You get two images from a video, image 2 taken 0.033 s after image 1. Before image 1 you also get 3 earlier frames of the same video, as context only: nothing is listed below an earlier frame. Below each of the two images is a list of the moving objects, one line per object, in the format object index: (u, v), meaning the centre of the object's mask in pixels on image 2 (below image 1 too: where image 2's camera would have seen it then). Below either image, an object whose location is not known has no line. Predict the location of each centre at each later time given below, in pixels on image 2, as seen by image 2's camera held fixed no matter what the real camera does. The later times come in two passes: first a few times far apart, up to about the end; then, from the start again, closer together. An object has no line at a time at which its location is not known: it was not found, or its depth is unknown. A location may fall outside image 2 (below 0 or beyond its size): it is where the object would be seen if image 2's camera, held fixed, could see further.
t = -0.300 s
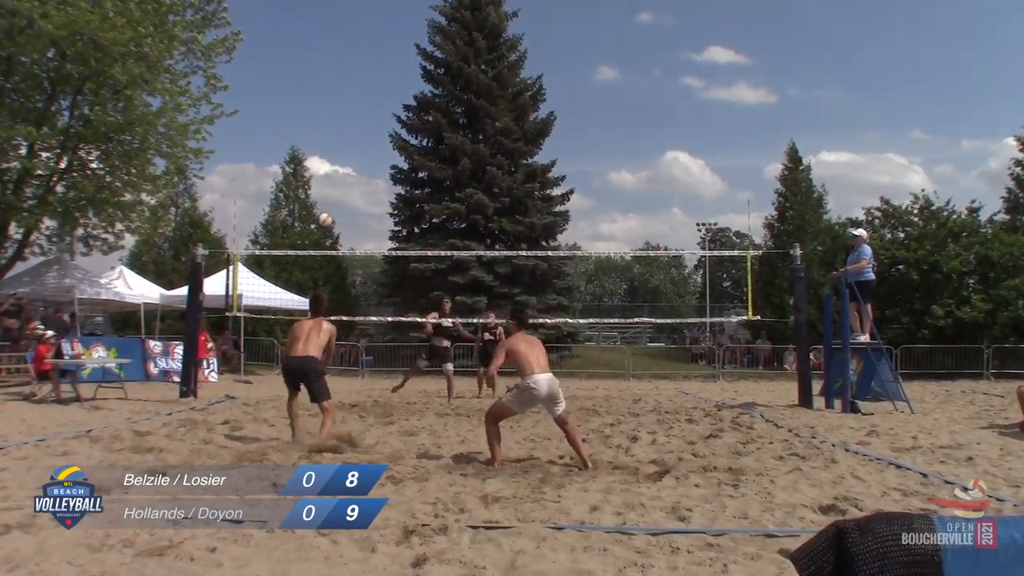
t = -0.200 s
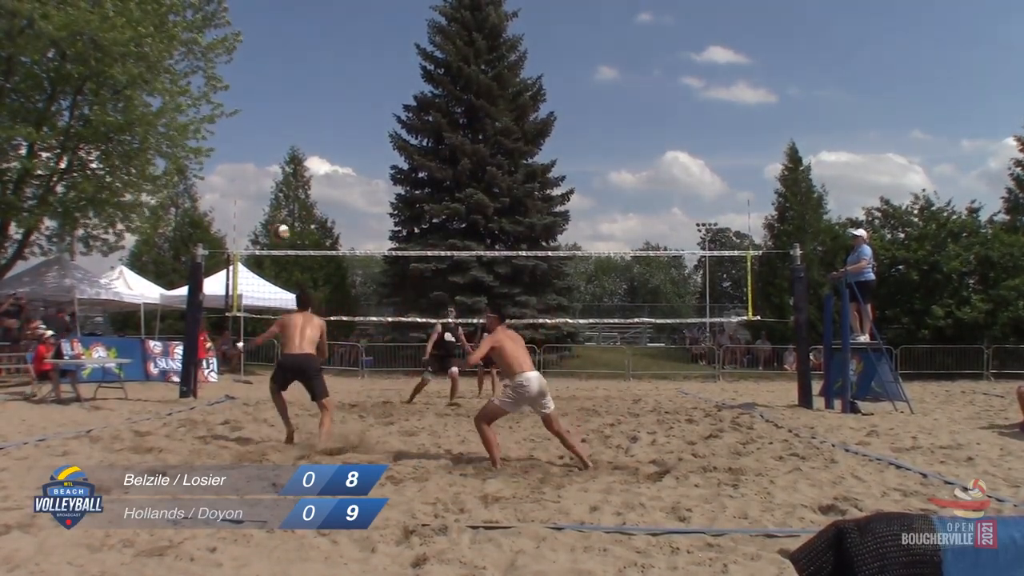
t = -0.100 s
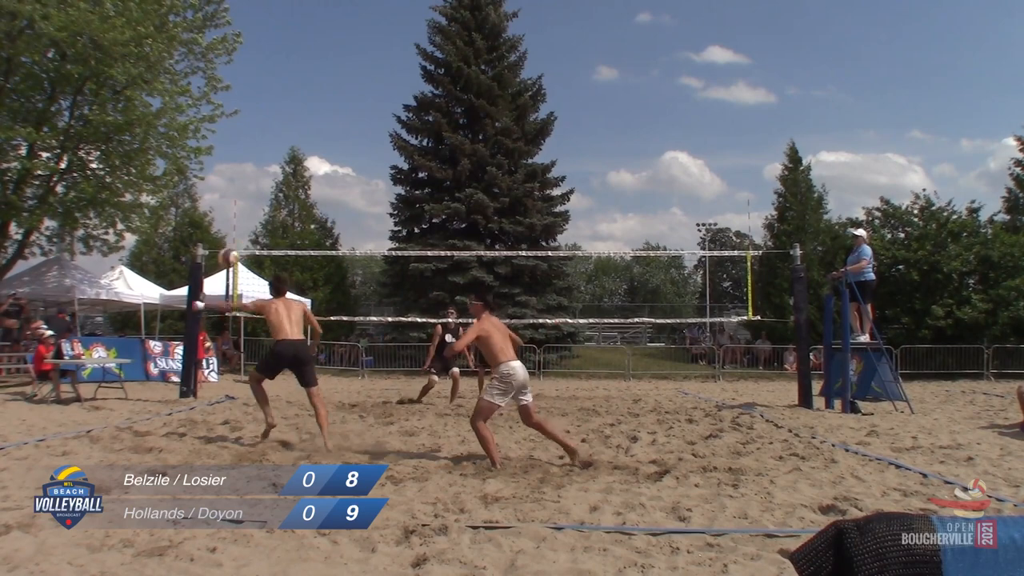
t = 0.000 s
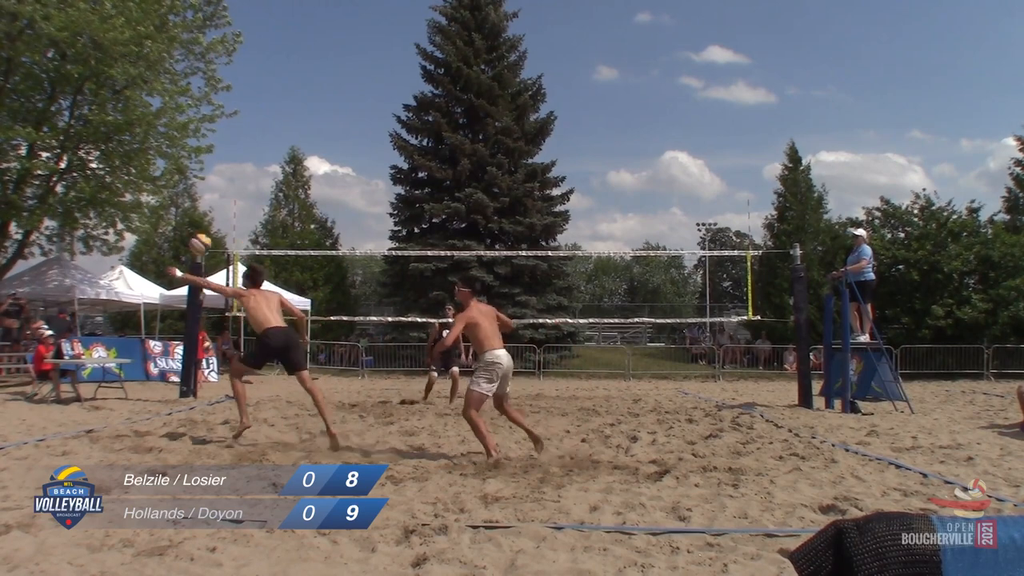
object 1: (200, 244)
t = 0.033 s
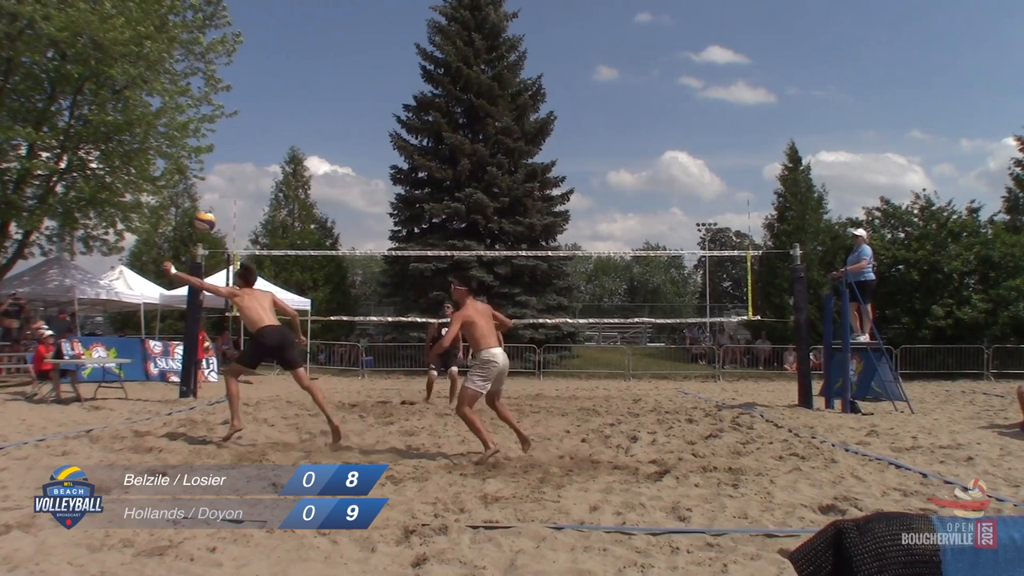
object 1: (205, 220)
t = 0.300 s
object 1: (236, 85)
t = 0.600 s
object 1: (268, 19)
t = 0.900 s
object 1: (291, 33)
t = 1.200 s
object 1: (311, 116)
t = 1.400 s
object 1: (321, 209)
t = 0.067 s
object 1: (209, 201)
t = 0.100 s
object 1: (213, 180)
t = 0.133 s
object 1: (218, 162)
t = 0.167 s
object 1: (222, 144)
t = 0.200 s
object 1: (226, 127)
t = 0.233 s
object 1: (229, 113)
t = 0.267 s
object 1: (233, 99)
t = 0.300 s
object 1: (236, 85)
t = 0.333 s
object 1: (239, 73)
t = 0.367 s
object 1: (243, 63)
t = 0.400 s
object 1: (247, 54)
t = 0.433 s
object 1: (251, 47)
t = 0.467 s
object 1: (254, 39)
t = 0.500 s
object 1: (258, 34)
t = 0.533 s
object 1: (261, 29)
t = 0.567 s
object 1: (264, 24)
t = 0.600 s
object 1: (268, 19)
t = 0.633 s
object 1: (270, 17)
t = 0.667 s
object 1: (272, 16)
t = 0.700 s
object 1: (275, 15)
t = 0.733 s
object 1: (278, 17)
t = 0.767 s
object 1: (281, 19)
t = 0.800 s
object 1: (283, 21)
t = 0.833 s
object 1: (286, 24)
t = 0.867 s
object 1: (289, 28)
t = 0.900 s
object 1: (291, 33)
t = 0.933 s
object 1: (293, 38)
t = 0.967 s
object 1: (297, 44)
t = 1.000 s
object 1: (298, 51)
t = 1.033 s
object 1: (299, 59)
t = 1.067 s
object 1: (302, 69)
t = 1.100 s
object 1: (304, 80)
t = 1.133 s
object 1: (306, 91)
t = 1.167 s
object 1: (308, 102)
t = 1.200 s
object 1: (311, 116)
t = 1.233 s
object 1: (313, 129)
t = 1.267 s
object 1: (314, 144)
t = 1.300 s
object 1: (316, 159)
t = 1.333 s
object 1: (318, 175)
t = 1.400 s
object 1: (321, 209)
